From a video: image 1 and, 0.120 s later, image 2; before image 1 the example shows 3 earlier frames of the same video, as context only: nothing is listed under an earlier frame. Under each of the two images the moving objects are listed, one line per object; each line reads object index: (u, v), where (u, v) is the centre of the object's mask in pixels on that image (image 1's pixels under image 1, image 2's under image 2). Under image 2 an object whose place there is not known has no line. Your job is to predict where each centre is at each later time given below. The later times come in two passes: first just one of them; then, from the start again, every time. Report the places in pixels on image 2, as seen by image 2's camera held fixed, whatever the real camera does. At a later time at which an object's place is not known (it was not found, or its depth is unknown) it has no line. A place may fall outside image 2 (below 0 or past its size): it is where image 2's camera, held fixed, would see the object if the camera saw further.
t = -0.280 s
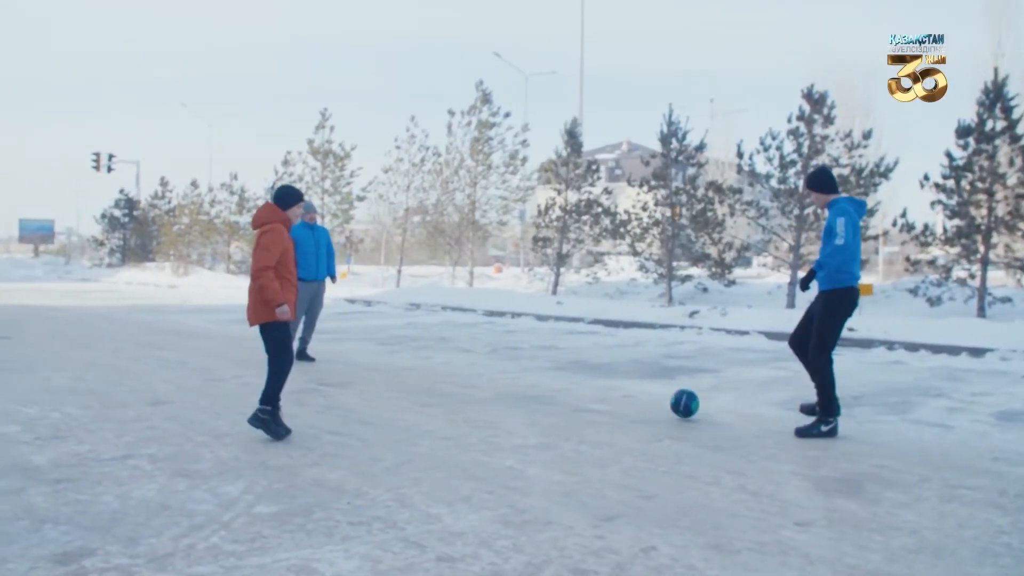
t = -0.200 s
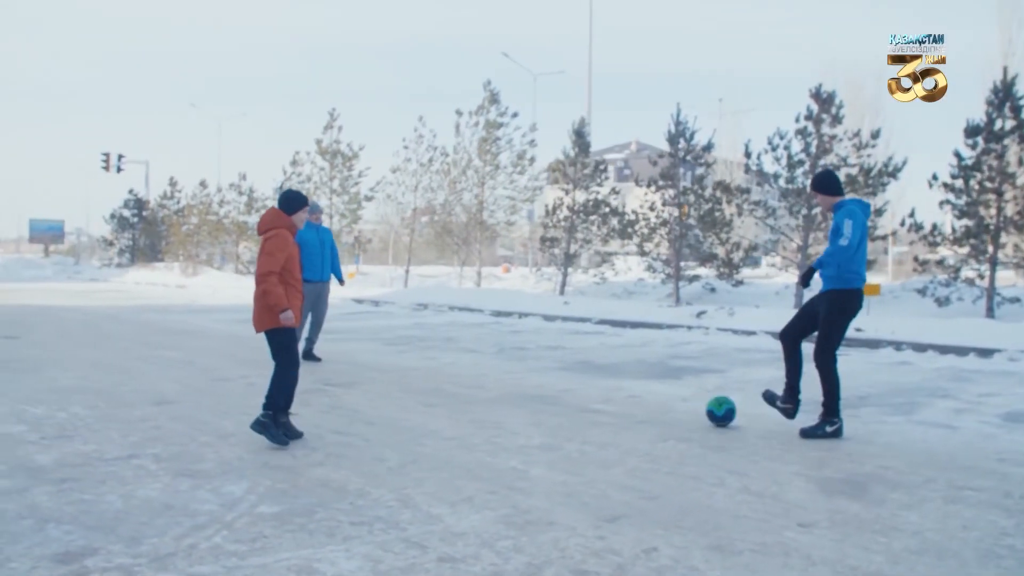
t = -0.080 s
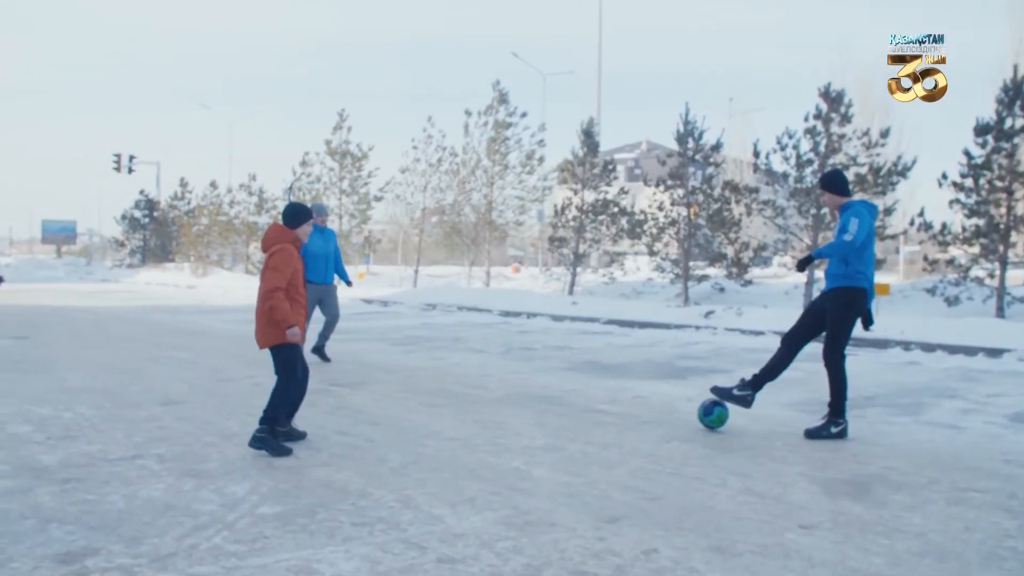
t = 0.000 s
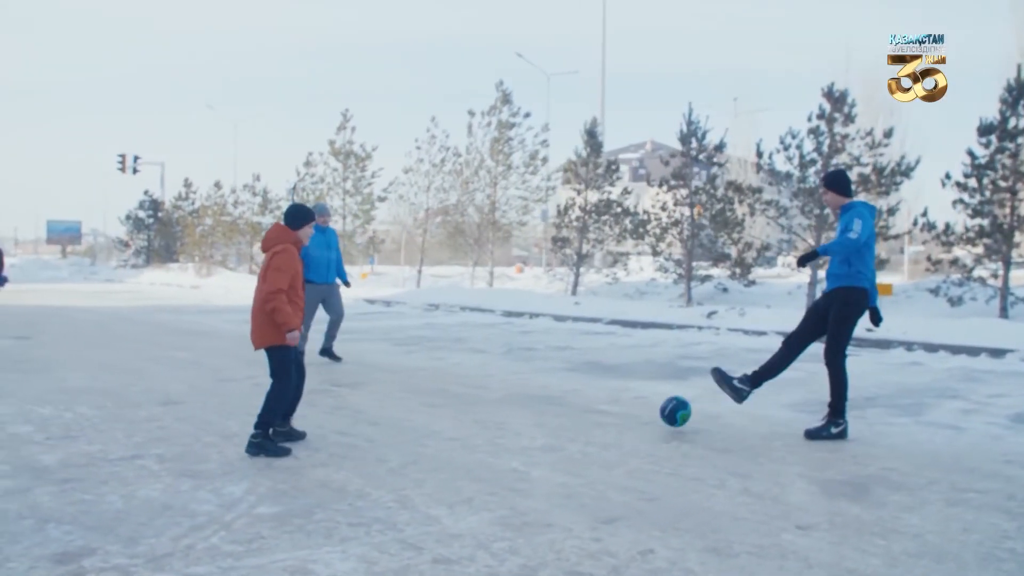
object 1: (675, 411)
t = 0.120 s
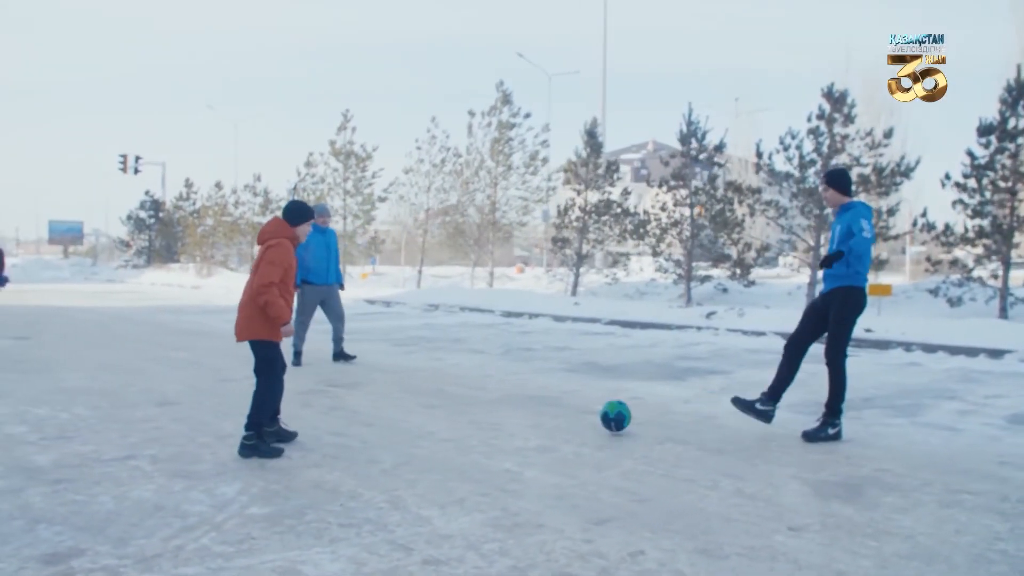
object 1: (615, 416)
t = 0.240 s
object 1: (565, 419)
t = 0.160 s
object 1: (598, 417)
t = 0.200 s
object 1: (581, 420)
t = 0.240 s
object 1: (565, 419)
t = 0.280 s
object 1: (548, 420)
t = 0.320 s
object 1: (533, 420)
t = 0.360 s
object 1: (517, 419)
